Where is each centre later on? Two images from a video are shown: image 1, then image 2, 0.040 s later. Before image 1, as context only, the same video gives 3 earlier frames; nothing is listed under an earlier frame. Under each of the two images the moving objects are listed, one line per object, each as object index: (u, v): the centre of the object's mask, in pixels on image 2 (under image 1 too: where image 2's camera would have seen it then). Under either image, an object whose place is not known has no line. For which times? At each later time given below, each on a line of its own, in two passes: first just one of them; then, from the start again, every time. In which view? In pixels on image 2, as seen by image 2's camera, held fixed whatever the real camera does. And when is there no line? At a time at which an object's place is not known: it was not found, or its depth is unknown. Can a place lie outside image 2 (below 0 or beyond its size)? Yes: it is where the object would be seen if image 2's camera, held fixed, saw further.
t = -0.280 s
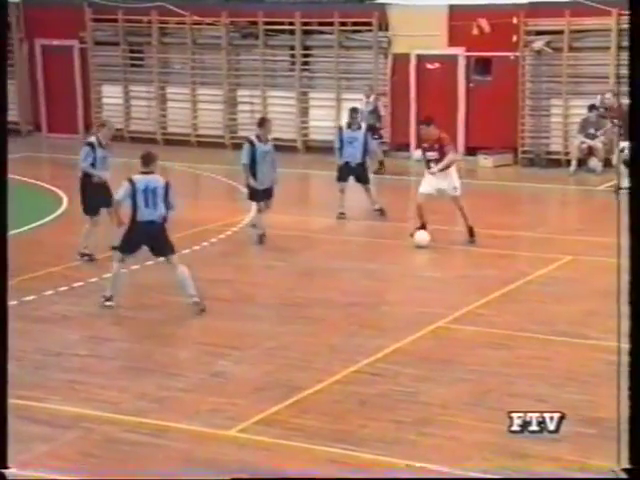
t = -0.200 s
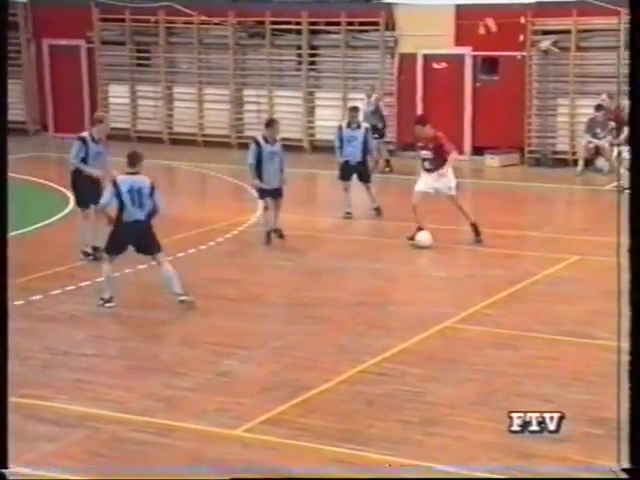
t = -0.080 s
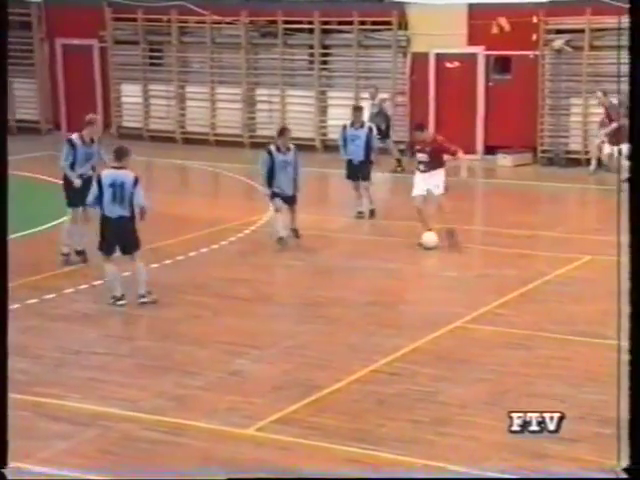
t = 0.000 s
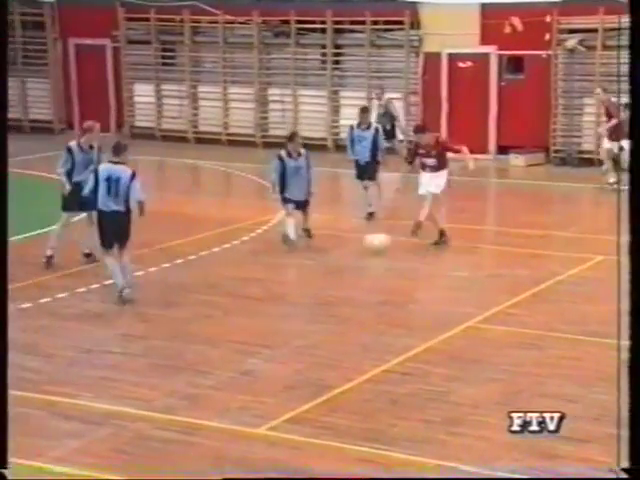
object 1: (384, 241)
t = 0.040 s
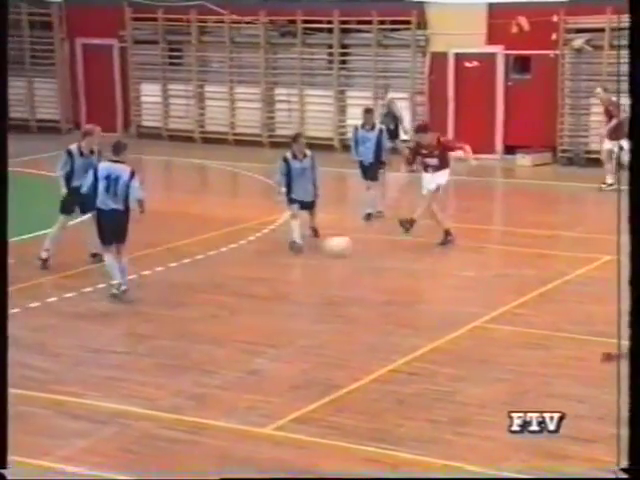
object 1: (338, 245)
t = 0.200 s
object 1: (157, 256)
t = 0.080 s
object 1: (292, 248)
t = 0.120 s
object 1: (248, 252)
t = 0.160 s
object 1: (202, 254)
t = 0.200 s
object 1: (157, 256)
